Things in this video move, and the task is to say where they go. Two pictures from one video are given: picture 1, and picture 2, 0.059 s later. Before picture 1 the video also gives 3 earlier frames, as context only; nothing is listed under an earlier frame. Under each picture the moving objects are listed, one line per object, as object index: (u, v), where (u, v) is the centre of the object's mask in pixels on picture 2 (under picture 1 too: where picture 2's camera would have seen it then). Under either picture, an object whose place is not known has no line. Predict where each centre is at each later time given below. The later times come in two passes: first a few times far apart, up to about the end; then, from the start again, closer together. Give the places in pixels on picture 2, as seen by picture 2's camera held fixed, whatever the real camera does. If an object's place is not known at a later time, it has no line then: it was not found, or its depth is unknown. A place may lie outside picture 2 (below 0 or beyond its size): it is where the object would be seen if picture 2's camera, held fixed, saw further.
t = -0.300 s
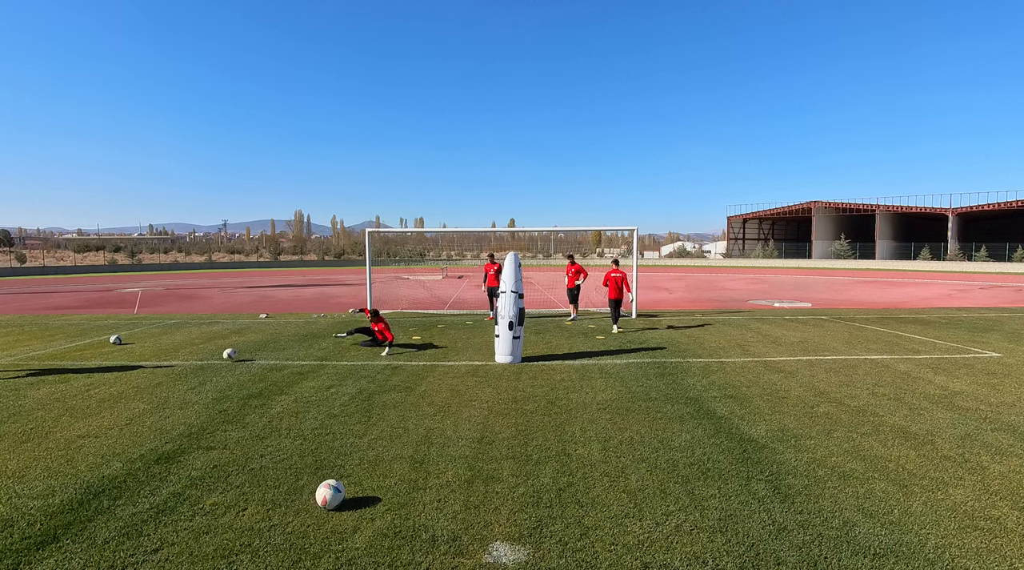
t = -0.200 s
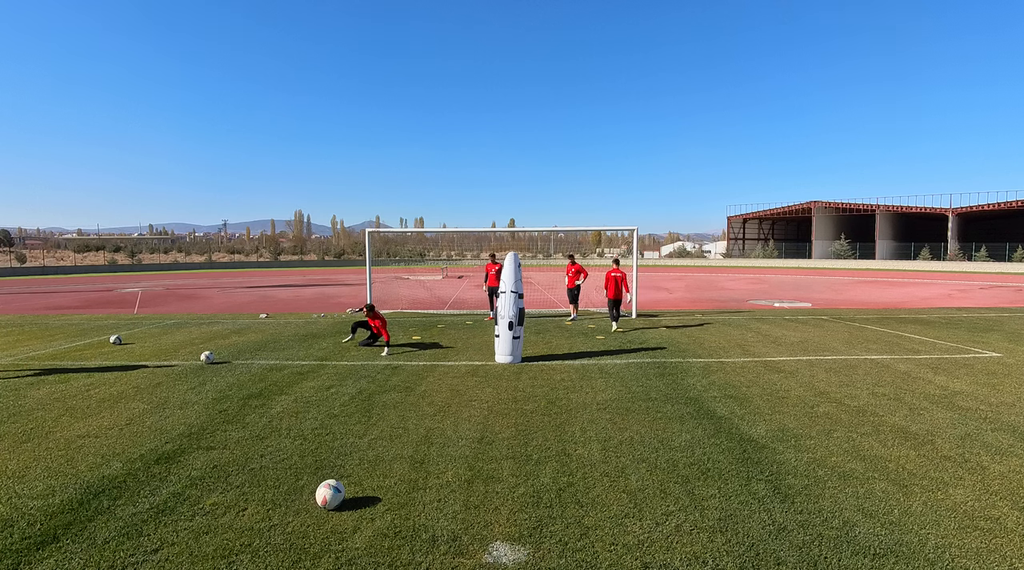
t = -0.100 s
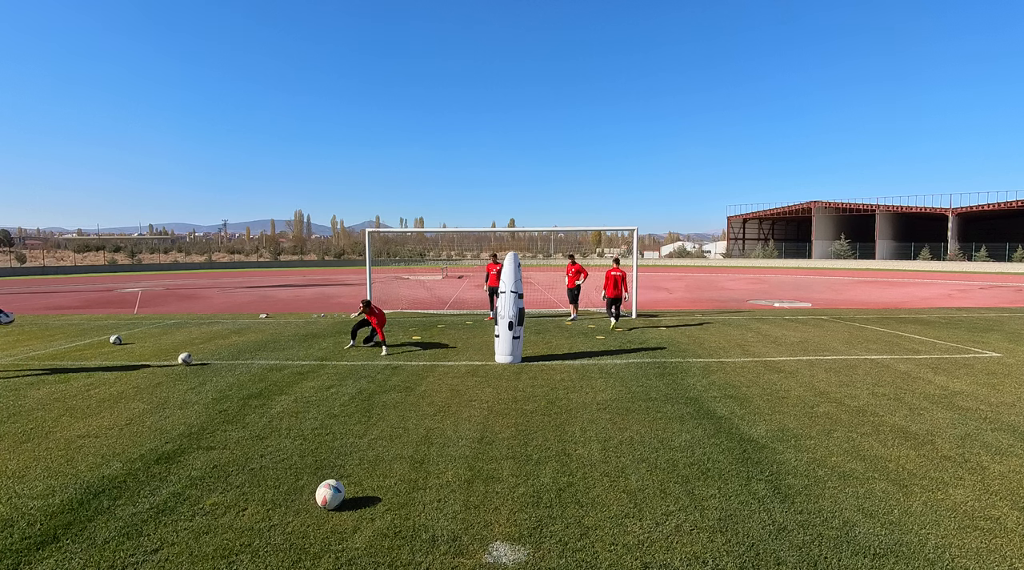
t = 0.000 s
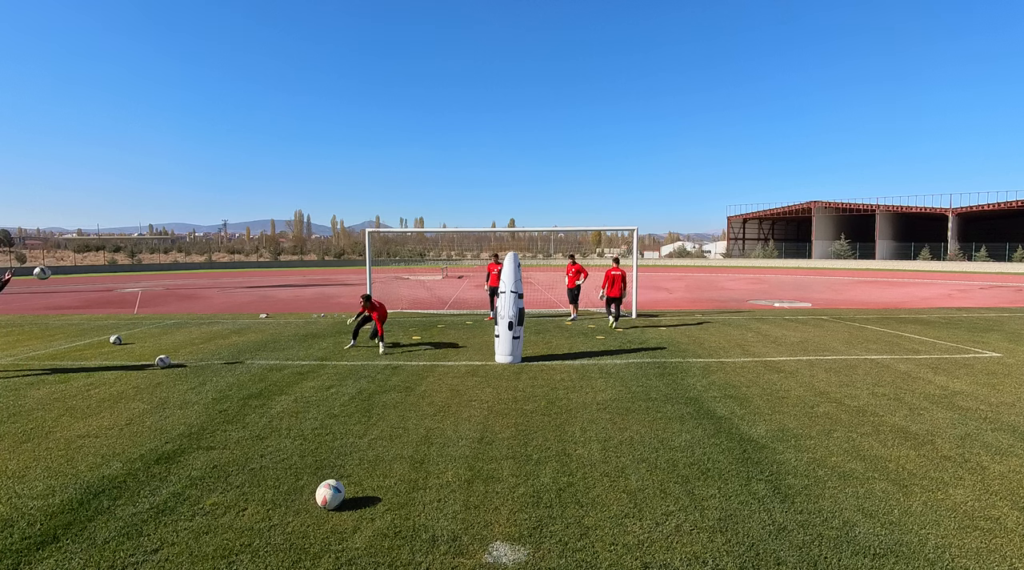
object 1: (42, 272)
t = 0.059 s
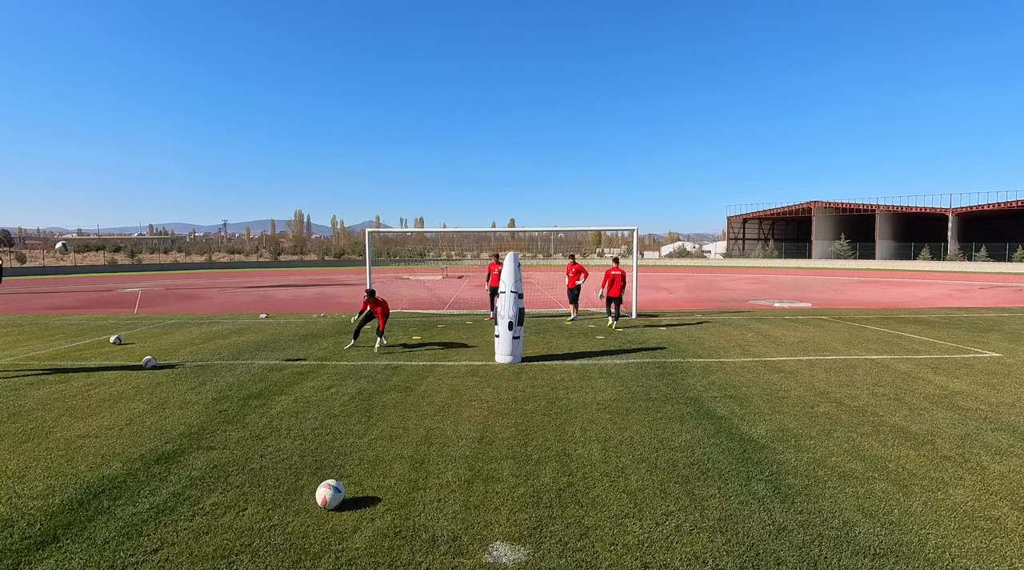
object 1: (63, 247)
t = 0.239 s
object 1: (129, 186)
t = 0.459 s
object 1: (207, 140)
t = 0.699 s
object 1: (292, 126)
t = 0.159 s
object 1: (100, 211)
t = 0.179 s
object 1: (107, 204)
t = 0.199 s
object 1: (114, 198)
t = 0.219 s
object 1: (121, 192)
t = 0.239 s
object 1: (129, 186)
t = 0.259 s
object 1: (136, 181)
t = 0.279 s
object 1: (143, 175)
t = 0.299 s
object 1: (150, 170)
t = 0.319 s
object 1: (157, 166)
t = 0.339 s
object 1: (165, 161)
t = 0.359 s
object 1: (172, 157)
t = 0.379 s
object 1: (179, 153)
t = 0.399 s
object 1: (186, 149)
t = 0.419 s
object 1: (193, 146)
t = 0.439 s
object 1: (201, 143)
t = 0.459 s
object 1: (207, 140)
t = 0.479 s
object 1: (214, 138)
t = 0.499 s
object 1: (222, 135)
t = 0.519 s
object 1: (229, 133)
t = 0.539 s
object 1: (235, 131)
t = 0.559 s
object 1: (243, 130)
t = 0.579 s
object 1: (250, 128)
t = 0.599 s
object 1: (257, 127)
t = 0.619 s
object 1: (264, 126)
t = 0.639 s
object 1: (271, 126)
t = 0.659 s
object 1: (278, 126)
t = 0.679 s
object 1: (285, 125)
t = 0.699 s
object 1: (292, 126)
